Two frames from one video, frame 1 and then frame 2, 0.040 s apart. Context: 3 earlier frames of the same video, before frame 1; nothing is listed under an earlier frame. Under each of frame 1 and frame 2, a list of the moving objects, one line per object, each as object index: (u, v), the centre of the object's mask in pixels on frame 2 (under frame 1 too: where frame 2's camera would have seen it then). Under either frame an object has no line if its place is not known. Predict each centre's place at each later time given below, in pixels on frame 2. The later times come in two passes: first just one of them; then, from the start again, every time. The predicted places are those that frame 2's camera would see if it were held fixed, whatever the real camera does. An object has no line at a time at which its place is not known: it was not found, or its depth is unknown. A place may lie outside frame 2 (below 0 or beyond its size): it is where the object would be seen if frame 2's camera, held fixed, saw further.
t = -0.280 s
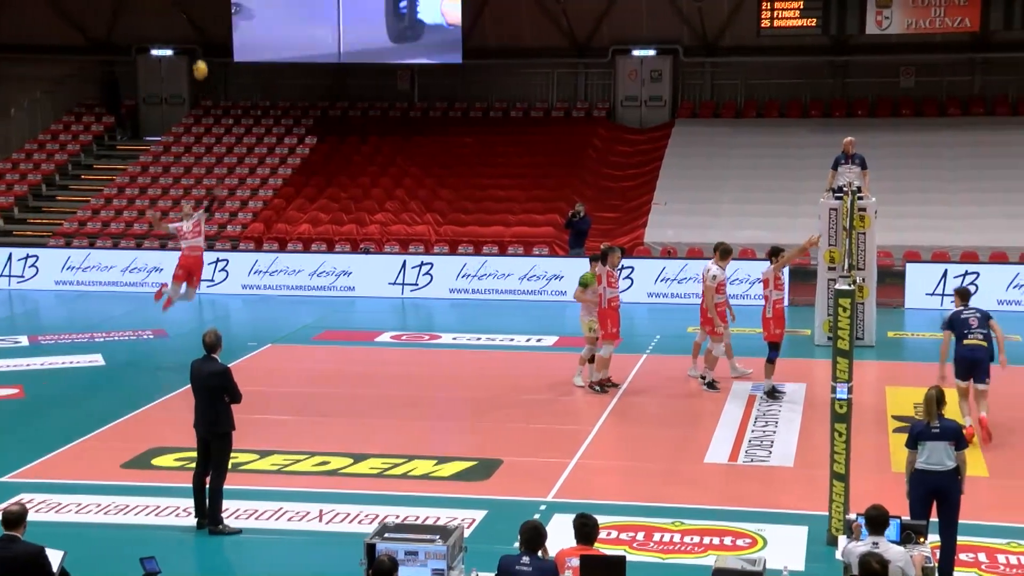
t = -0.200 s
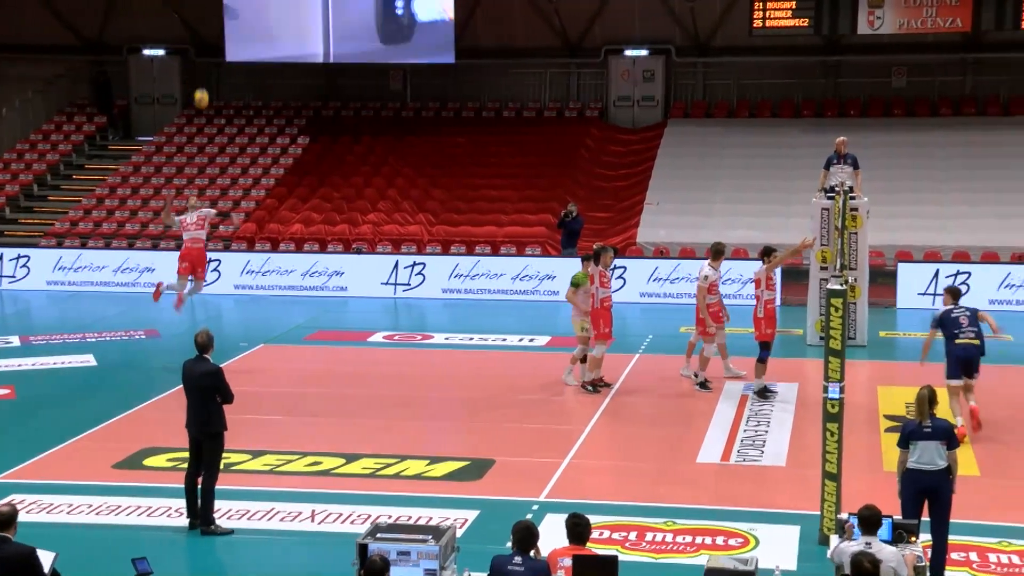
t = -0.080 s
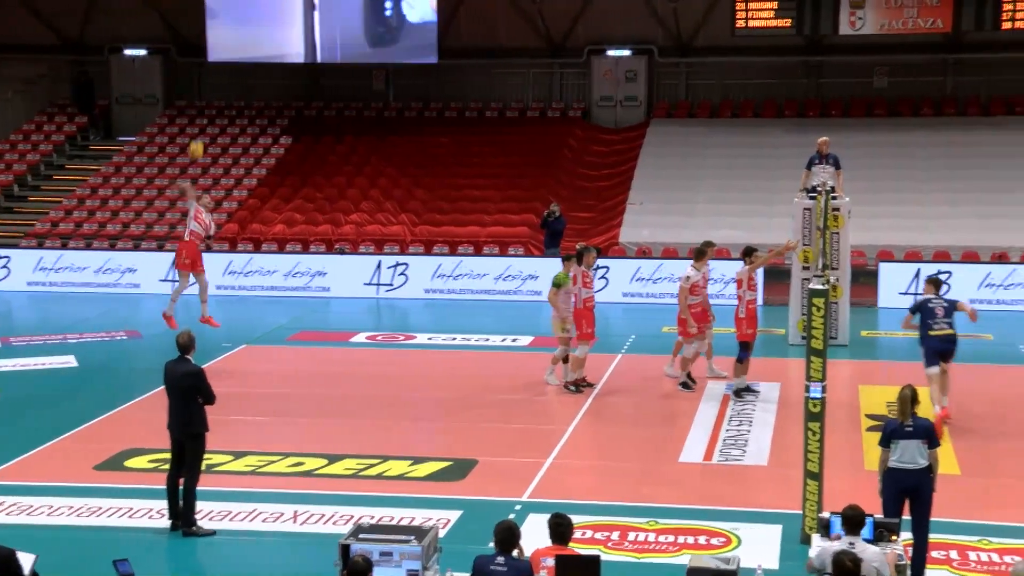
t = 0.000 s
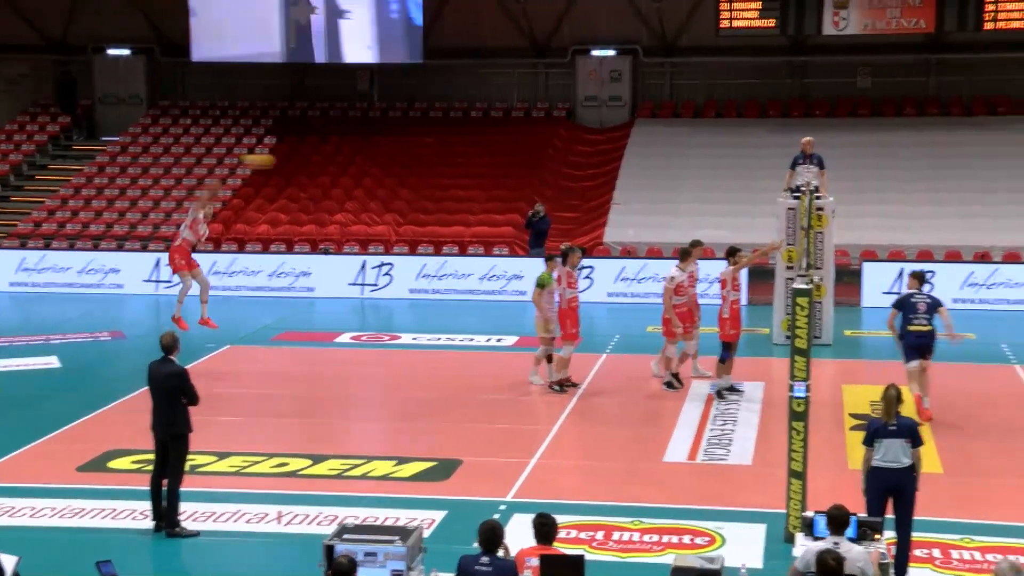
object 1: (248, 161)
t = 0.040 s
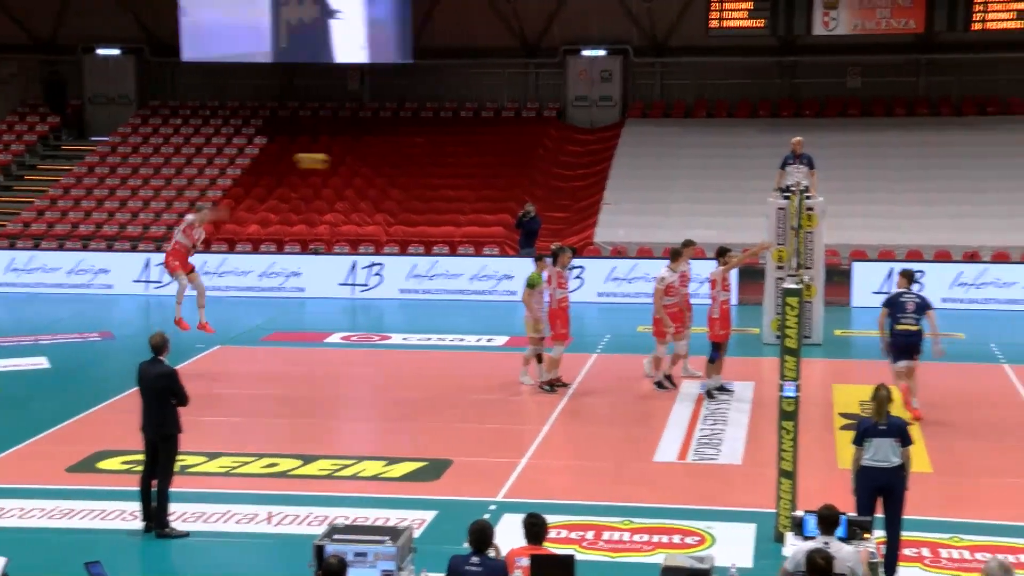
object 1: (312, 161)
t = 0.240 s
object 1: (655, 196)
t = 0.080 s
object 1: (378, 163)
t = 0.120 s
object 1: (445, 167)
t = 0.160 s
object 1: (514, 175)
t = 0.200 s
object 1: (583, 185)
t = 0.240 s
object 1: (655, 196)
